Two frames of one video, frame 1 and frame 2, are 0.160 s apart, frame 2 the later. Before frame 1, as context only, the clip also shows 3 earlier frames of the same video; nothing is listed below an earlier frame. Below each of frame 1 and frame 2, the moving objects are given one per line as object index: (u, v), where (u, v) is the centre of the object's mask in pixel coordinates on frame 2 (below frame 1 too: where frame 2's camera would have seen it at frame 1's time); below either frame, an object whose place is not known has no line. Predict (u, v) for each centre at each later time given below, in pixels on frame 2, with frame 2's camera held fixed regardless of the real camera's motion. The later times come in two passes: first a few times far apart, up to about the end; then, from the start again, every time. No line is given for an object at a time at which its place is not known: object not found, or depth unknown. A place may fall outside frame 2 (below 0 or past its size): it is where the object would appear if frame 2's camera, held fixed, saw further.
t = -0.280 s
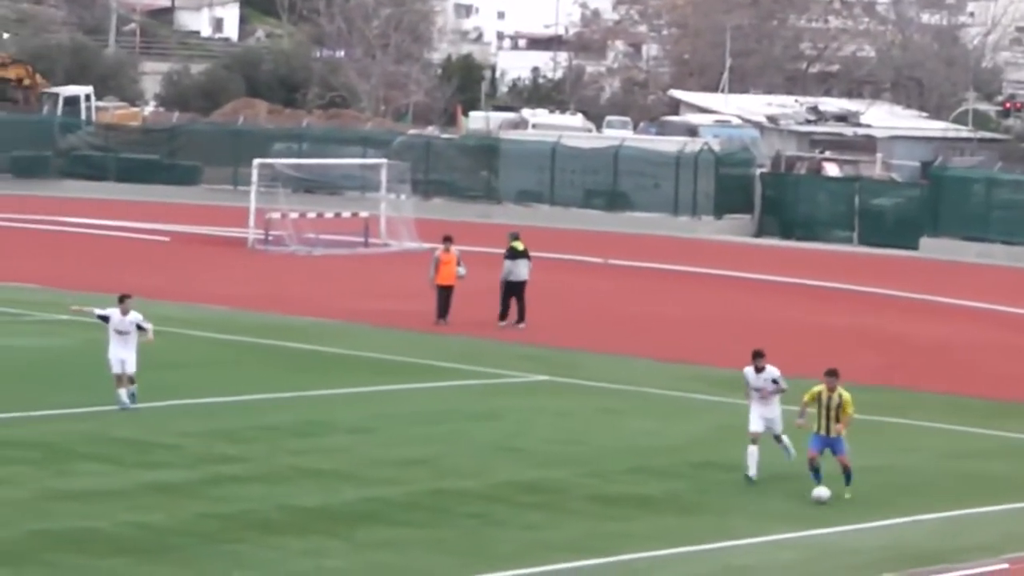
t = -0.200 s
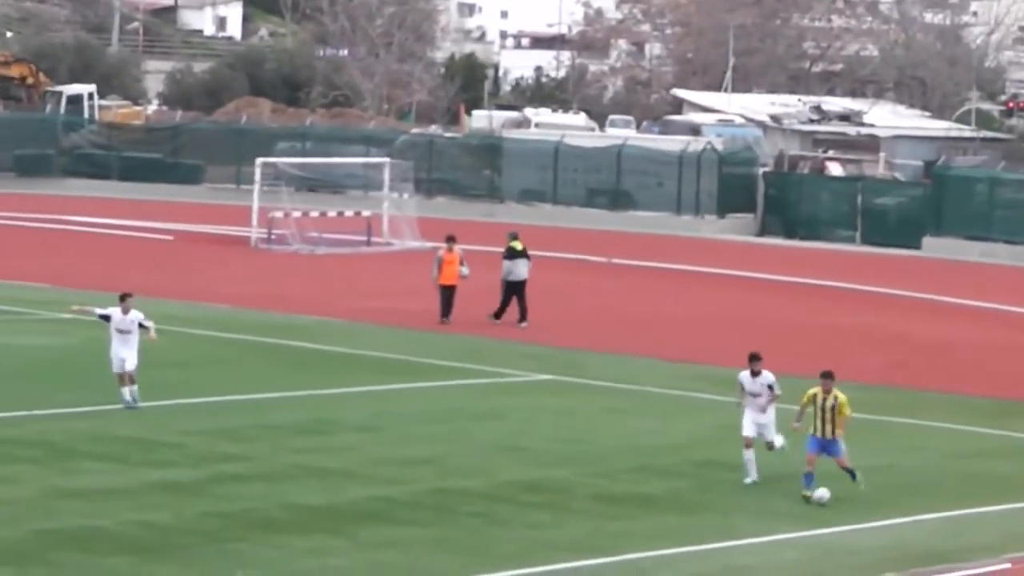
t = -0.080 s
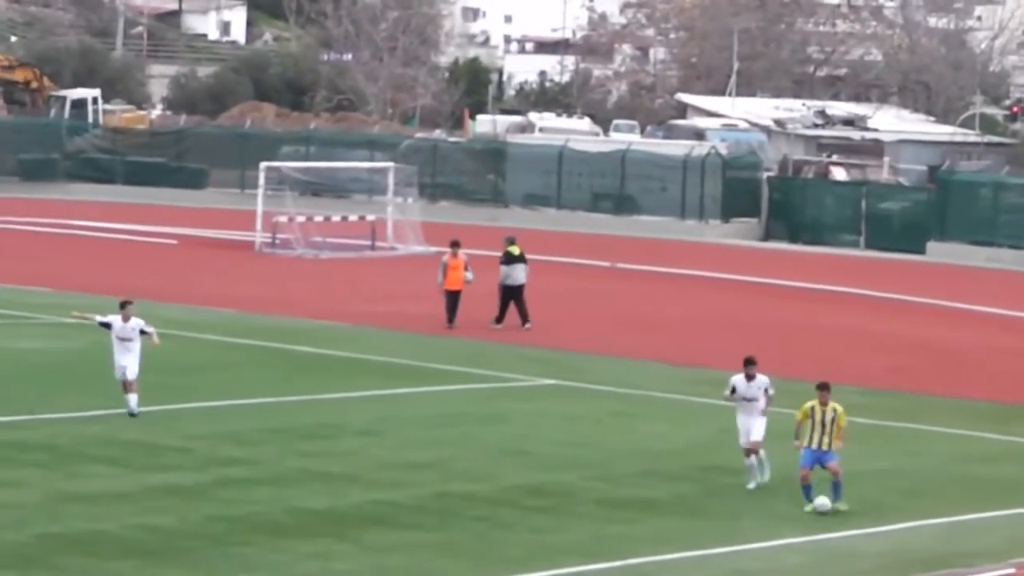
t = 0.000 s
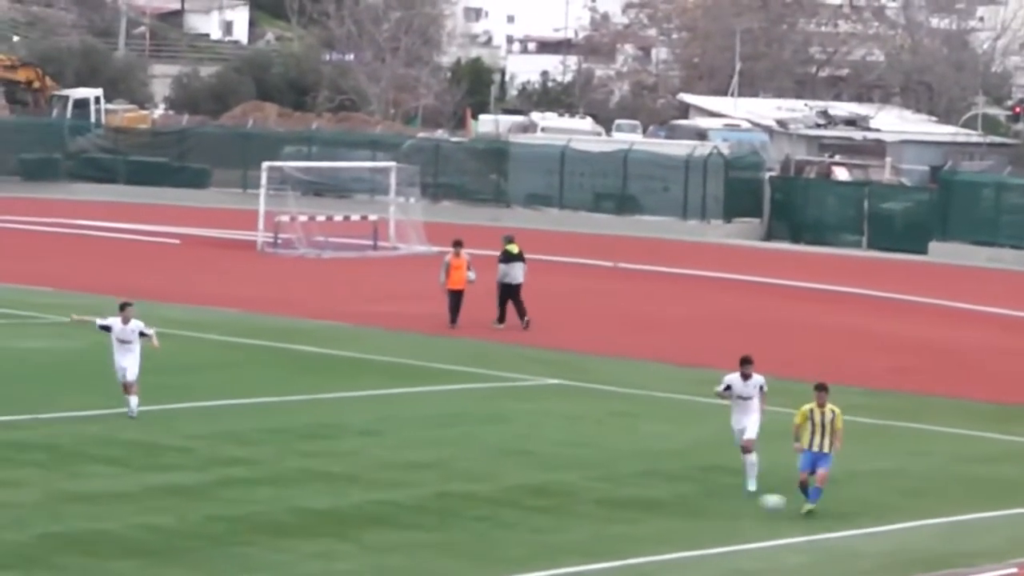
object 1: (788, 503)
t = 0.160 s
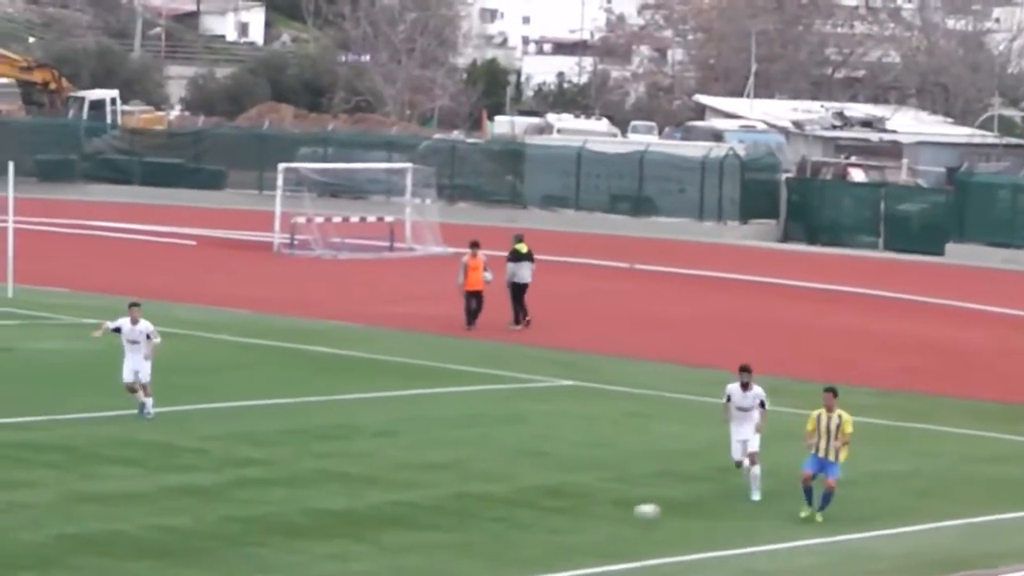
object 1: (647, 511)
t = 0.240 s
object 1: (572, 525)
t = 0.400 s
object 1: (436, 520)
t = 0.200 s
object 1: (609, 516)
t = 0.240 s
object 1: (572, 525)
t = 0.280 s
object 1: (539, 525)
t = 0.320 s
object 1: (504, 520)
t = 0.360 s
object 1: (470, 520)
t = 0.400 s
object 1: (436, 520)
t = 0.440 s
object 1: (400, 522)
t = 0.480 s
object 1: (365, 528)
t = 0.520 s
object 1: (328, 536)
